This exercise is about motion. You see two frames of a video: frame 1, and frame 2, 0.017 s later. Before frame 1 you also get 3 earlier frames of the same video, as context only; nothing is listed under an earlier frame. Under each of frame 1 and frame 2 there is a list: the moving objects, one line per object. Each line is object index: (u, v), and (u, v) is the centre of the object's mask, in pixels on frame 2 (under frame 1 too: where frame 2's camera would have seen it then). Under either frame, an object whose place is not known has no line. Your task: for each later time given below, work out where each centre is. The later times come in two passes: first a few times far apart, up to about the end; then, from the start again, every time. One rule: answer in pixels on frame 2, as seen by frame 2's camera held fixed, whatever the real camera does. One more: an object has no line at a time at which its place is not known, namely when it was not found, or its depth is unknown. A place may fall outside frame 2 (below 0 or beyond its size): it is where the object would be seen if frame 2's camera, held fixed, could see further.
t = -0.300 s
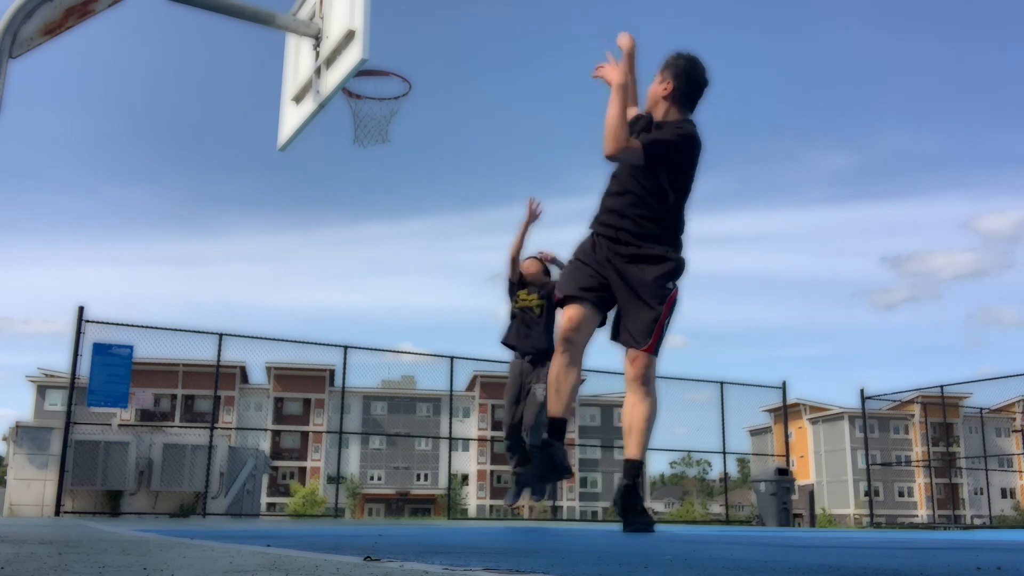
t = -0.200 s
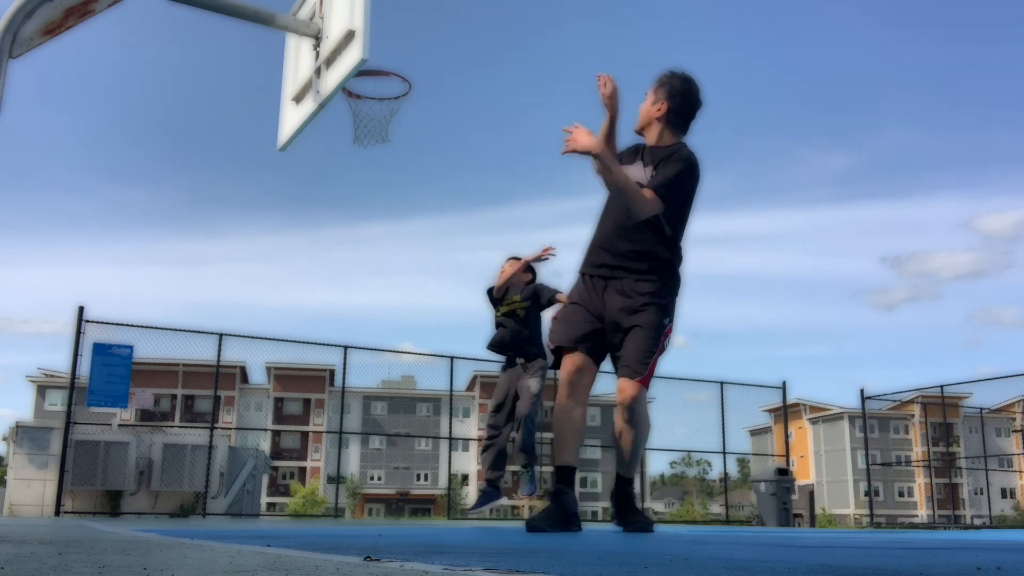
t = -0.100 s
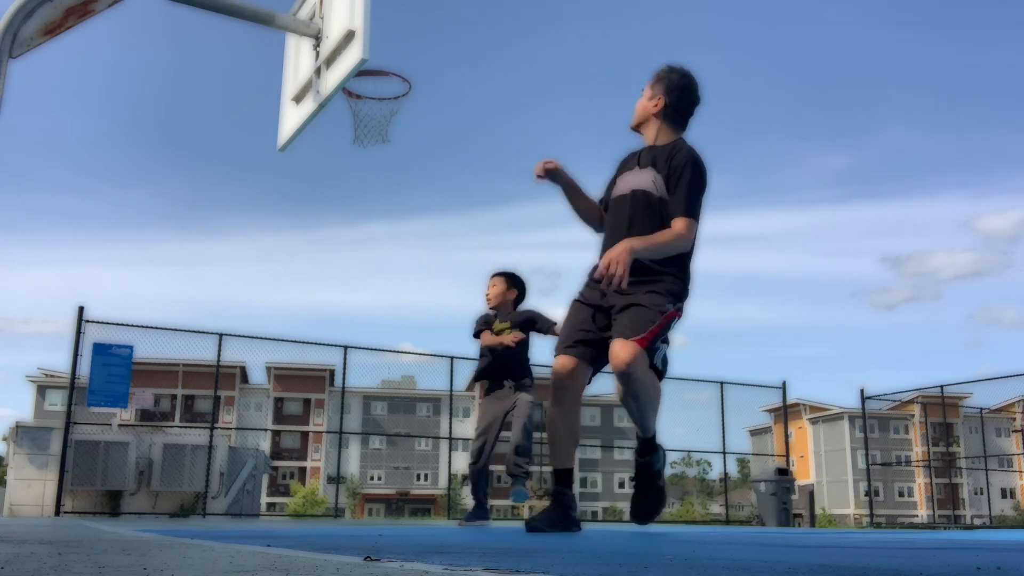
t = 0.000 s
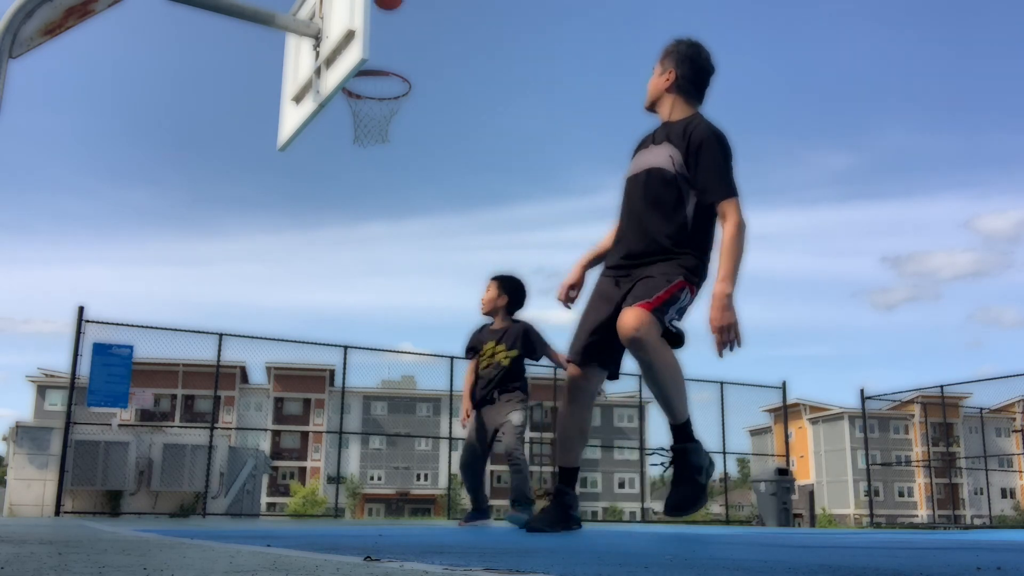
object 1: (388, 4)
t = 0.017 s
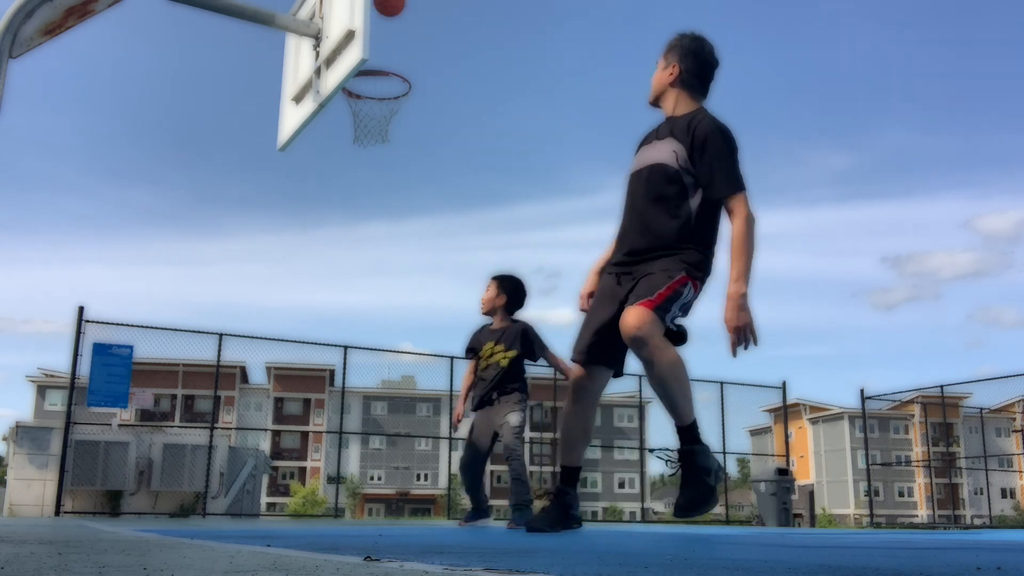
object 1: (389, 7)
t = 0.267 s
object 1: (411, 52)
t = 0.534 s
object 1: (434, 91)
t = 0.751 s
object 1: (450, 183)
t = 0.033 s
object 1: (391, 10)
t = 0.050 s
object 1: (391, 14)
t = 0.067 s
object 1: (393, 21)
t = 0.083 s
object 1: (394, 29)
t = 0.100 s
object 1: (395, 36)
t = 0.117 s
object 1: (396, 45)
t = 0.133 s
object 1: (397, 53)
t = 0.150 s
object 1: (399, 61)
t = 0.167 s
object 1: (400, 61)
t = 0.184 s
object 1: (402, 58)
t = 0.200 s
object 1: (404, 56)
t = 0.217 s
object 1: (406, 55)
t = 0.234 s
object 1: (407, 54)
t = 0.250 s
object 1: (409, 53)
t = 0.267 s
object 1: (411, 52)
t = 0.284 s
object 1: (413, 52)
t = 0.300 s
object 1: (414, 53)
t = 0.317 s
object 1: (416, 53)
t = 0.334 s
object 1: (417, 54)
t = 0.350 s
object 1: (419, 55)
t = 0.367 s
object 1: (420, 57)
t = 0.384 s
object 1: (422, 59)
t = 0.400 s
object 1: (423, 61)
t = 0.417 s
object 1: (425, 64)
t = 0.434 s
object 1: (426, 67)
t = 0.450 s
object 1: (427, 71)
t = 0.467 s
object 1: (429, 74)
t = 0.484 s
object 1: (430, 78)
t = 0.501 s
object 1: (431, 82)
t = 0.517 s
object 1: (433, 87)
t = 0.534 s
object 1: (434, 91)
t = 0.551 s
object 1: (435, 97)
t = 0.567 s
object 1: (437, 102)
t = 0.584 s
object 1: (438, 108)
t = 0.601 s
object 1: (439, 114)
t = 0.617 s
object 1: (441, 120)
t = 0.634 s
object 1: (442, 127)
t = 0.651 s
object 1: (443, 134)
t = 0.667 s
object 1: (444, 142)
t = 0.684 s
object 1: (445, 149)
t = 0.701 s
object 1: (446, 157)
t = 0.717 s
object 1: (447, 166)
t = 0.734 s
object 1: (449, 174)
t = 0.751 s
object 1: (450, 183)
